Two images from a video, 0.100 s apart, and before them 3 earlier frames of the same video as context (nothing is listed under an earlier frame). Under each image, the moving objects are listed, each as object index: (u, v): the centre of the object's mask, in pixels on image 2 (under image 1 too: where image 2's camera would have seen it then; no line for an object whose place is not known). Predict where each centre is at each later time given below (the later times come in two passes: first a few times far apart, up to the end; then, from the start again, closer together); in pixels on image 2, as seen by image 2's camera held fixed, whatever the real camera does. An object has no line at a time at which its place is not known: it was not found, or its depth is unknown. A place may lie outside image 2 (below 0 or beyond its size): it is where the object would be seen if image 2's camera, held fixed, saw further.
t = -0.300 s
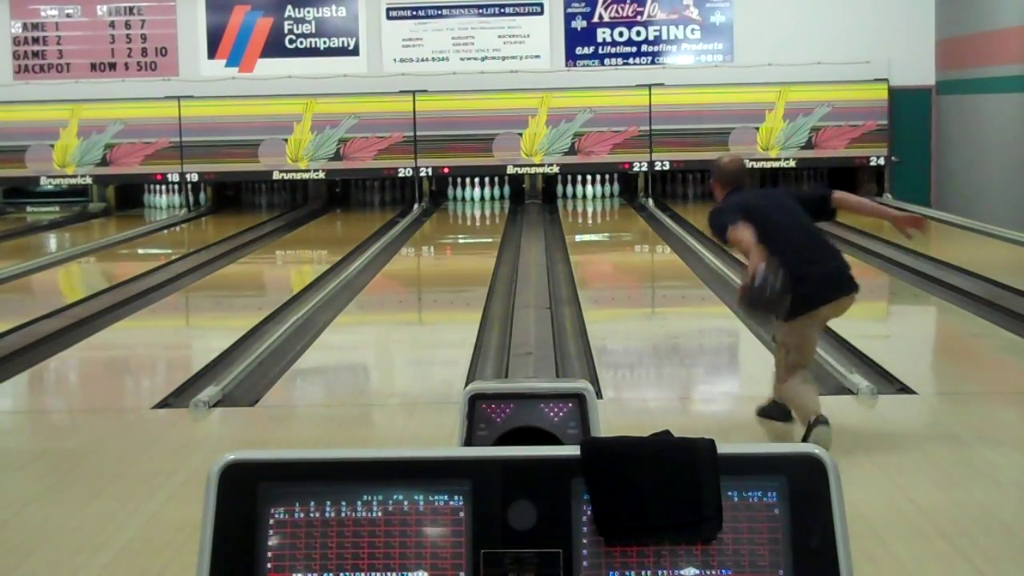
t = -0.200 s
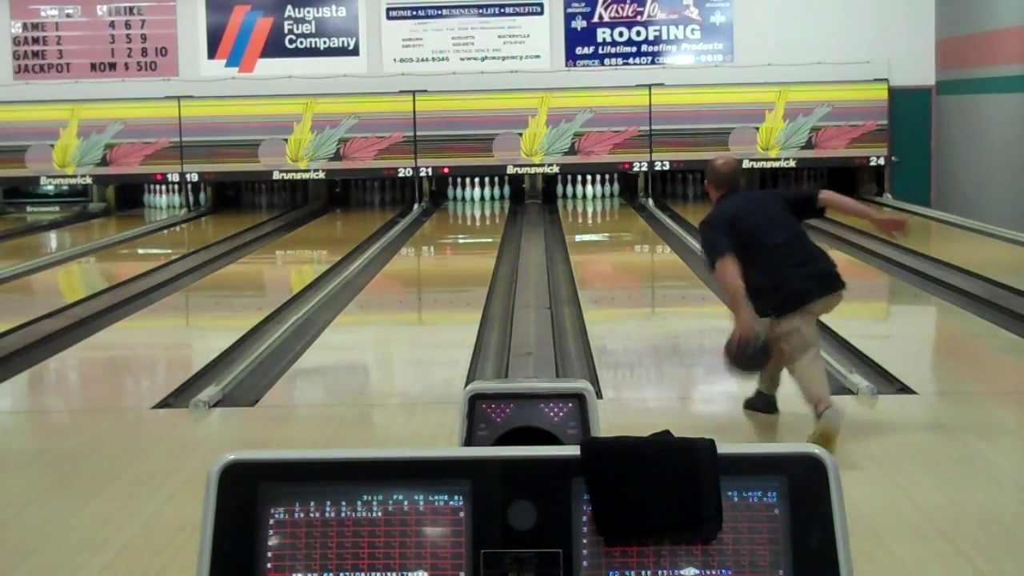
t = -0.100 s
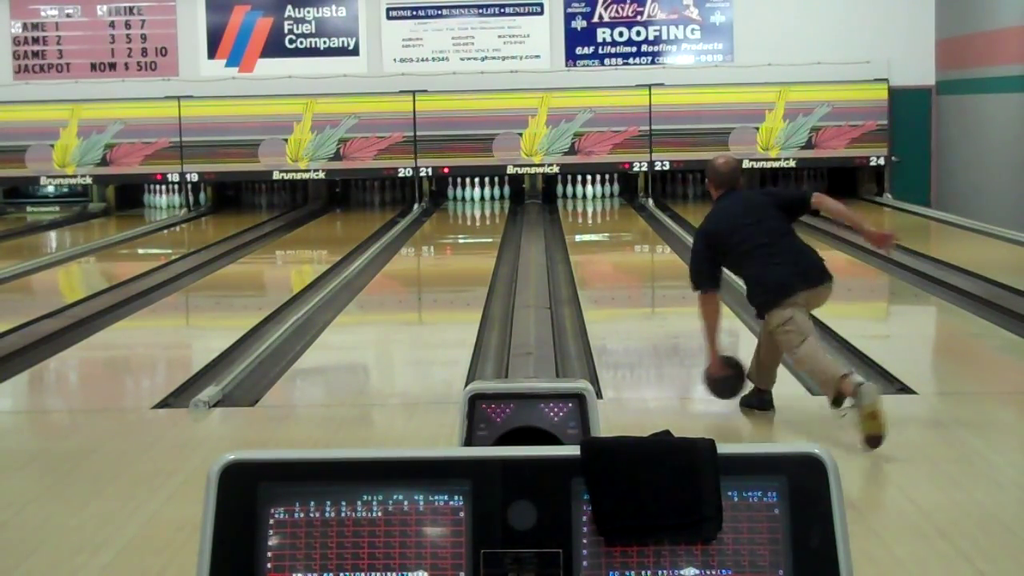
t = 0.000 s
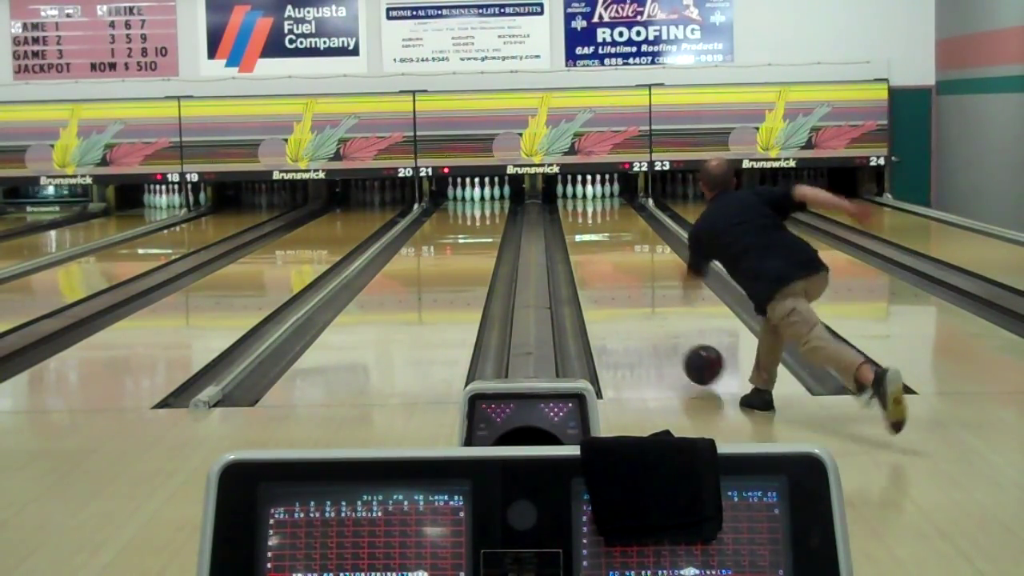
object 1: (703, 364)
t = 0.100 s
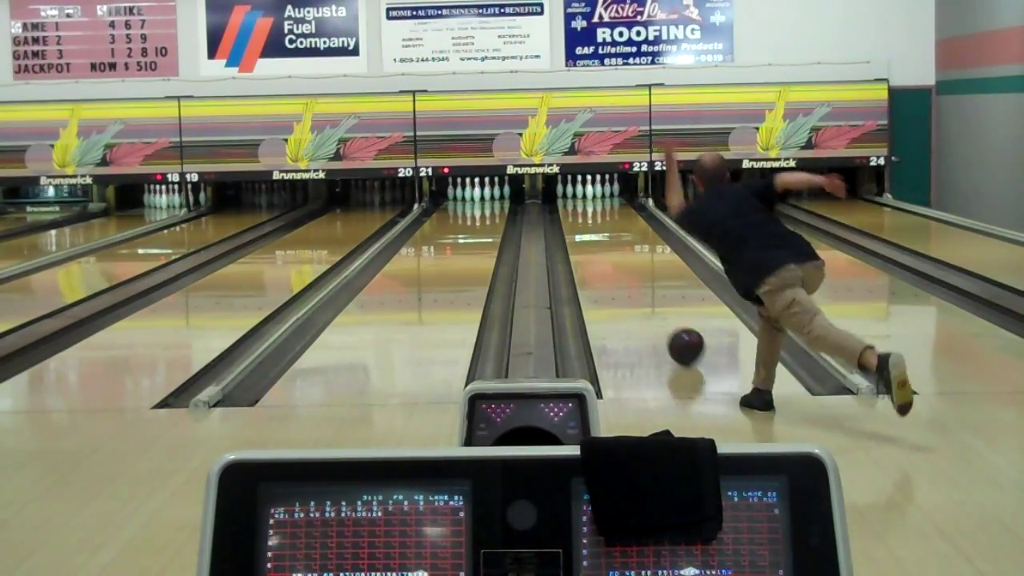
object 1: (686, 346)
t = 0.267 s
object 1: (662, 318)
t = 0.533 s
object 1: (636, 286)
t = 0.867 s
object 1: (615, 258)
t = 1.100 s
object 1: (605, 243)
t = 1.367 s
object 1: (596, 229)
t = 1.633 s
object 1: (590, 218)
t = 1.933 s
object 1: (587, 208)
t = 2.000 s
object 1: (587, 206)
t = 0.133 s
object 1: (680, 340)
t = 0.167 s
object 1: (676, 335)
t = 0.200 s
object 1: (671, 329)
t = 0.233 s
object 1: (666, 323)
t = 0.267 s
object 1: (662, 318)
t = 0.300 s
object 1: (659, 313)
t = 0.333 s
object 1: (655, 309)
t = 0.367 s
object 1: (652, 305)
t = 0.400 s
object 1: (648, 300)
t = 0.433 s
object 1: (645, 296)
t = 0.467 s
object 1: (642, 293)
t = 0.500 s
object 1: (639, 289)
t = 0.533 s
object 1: (636, 286)
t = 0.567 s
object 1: (634, 283)
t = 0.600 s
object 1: (632, 279)
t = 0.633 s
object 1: (629, 276)
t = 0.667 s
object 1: (627, 274)
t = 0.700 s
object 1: (625, 271)
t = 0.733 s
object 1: (623, 268)
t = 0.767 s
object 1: (621, 266)
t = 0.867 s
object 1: (615, 258)
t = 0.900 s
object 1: (613, 255)
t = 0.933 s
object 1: (612, 253)
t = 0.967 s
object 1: (611, 251)
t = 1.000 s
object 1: (609, 248)
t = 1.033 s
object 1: (608, 246)
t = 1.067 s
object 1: (607, 244)
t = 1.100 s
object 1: (605, 243)
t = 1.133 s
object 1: (604, 240)
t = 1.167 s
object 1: (603, 239)
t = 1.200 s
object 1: (601, 237)
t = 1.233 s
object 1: (600, 235)
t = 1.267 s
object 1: (599, 234)
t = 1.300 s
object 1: (598, 232)
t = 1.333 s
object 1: (597, 230)
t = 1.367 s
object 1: (596, 229)
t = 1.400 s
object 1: (595, 227)
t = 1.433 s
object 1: (595, 226)
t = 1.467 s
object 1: (594, 224)
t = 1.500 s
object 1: (593, 223)
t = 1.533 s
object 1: (592, 221)
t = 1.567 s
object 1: (591, 220)
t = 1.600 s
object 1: (590, 219)
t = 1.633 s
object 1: (590, 218)
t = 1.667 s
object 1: (590, 217)
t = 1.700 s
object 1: (589, 215)
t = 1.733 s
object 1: (589, 214)
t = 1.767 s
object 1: (588, 213)
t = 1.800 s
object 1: (588, 212)
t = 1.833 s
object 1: (588, 211)
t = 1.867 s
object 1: (587, 210)
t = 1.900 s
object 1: (587, 209)
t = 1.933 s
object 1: (587, 208)
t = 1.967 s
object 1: (587, 207)
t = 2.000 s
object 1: (587, 206)
